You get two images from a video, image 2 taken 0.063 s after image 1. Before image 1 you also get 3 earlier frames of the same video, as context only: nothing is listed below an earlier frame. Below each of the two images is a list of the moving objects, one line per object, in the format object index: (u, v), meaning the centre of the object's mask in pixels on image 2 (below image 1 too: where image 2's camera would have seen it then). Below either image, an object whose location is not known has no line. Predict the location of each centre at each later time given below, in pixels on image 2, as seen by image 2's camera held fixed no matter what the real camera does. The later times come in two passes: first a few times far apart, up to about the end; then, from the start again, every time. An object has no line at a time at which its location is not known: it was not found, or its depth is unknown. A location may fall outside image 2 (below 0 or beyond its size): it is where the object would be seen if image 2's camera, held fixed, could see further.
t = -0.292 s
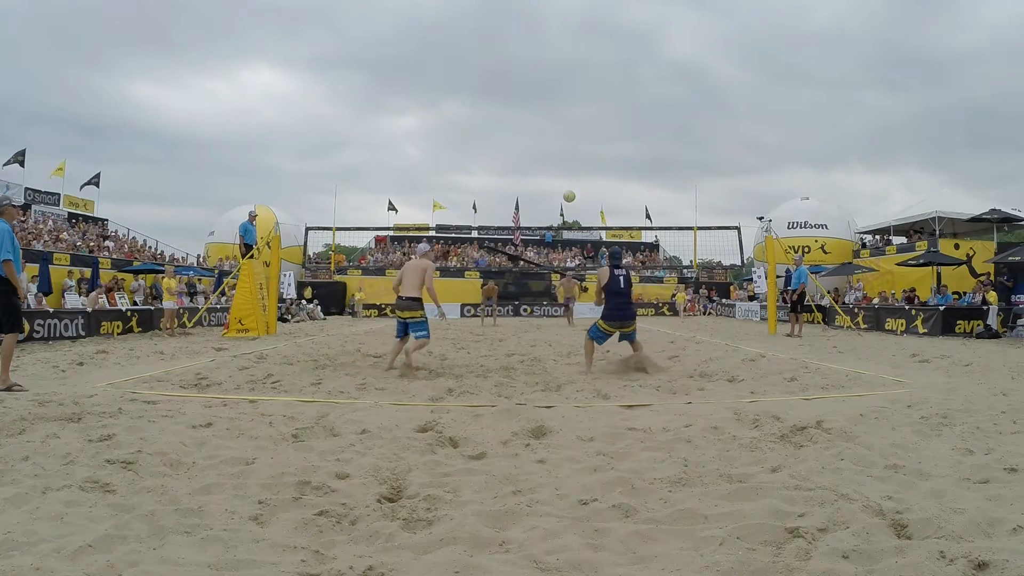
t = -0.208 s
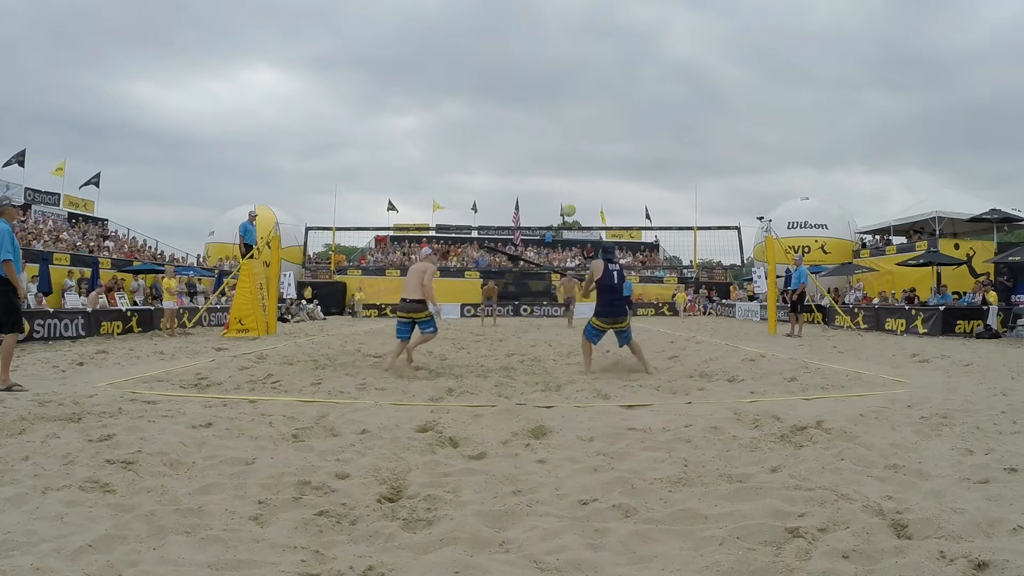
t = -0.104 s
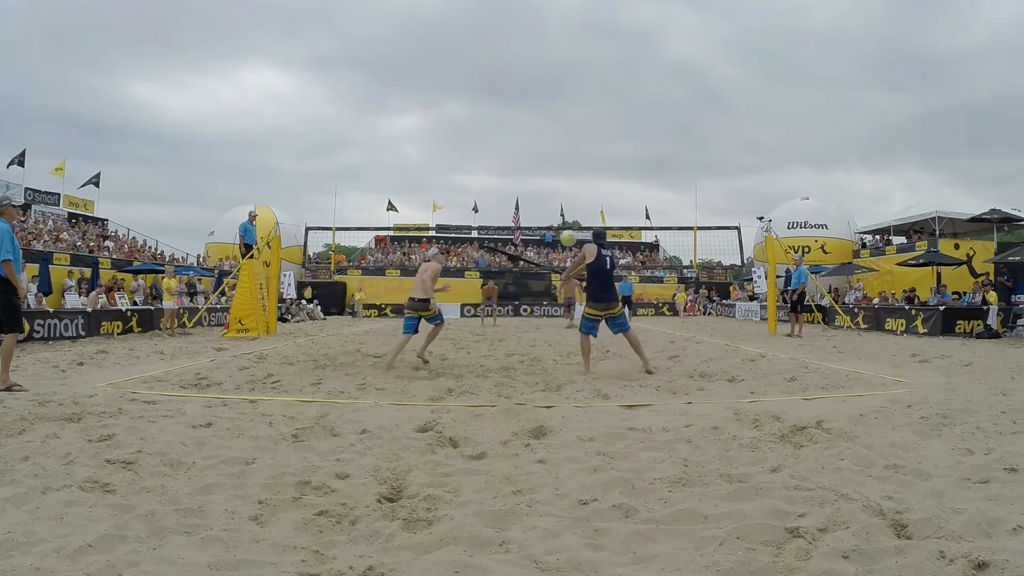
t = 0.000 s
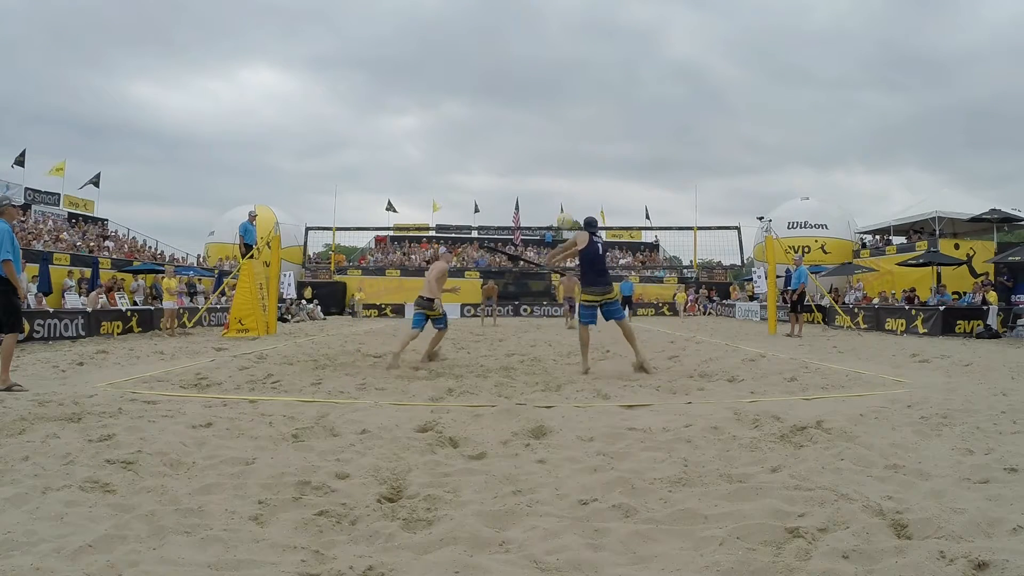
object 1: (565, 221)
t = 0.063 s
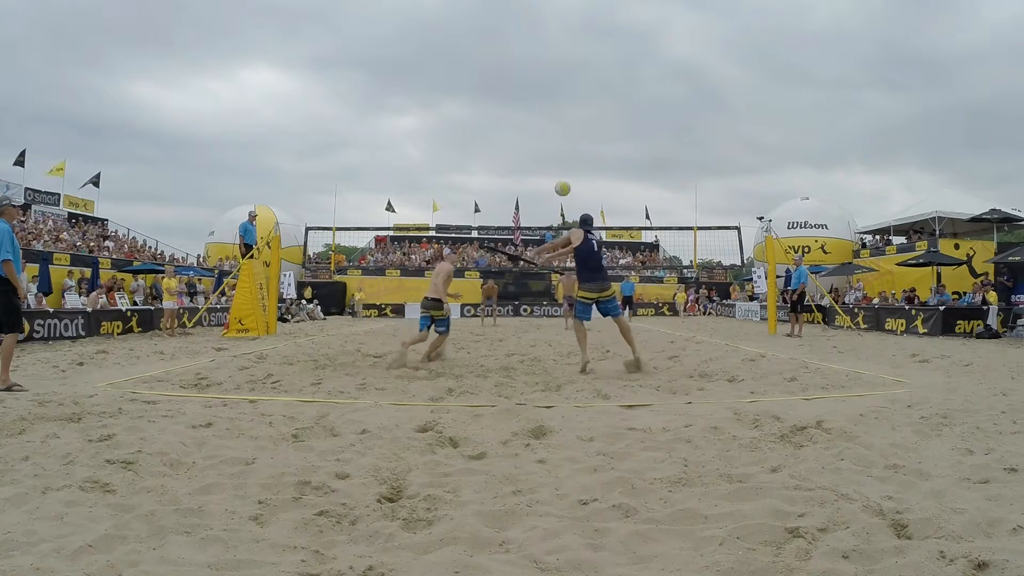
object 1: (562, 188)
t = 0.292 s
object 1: (554, 105)
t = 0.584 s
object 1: (547, 63)
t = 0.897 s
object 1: (541, 70)
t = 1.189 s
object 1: (536, 117)
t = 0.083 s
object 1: (561, 178)
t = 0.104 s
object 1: (561, 169)
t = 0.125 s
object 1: (560, 161)
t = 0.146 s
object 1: (559, 152)
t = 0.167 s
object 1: (558, 144)
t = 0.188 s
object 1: (558, 137)
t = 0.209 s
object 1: (557, 129)
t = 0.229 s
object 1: (556, 123)
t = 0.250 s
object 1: (555, 117)
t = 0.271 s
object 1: (555, 112)
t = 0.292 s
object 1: (554, 105)
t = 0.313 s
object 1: (554, 100)
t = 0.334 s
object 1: (553, 96)
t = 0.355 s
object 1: (553, 91)
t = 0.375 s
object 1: (552, 87)
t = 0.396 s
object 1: (551, 84)
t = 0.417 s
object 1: (551, 80)
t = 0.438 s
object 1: (551, 77)
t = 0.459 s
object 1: (550, 74)
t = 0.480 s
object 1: (549, 72)
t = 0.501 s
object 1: (549, 69)
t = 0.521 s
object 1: (549, 67)
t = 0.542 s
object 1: (548, 65)
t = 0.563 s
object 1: (548, 64)
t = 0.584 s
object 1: (547, 63)
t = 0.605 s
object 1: (546, 62)
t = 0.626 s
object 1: (546, 61)
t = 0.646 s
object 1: (546, 60)
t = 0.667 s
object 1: (545, 60)
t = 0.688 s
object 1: (545, 60)
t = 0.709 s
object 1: (544, 60)
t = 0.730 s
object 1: (544, 60)
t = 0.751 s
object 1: (544, 61)
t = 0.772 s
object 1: (543, 61)
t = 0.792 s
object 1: (543, 62)
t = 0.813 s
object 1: (543, 63)
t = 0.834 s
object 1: (542, 65)
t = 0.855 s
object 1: (542, 66)
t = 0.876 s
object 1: (541, 68)
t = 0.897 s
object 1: (541, 70)
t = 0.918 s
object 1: (541, 73)
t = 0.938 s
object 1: (540, 75)
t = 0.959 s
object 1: (540, 77)
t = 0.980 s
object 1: (540, 80)
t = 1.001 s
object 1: (539, 83)
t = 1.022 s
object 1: (539, 86)
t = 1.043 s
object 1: (539, 90)
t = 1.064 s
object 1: (538, 93)
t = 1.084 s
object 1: (538, 96)
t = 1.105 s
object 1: (537, 100)
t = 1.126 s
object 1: (537, 104)
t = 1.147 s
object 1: (537, 108)
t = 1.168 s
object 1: (536, 112)
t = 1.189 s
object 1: (536, 117)
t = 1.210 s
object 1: (535, 121)
